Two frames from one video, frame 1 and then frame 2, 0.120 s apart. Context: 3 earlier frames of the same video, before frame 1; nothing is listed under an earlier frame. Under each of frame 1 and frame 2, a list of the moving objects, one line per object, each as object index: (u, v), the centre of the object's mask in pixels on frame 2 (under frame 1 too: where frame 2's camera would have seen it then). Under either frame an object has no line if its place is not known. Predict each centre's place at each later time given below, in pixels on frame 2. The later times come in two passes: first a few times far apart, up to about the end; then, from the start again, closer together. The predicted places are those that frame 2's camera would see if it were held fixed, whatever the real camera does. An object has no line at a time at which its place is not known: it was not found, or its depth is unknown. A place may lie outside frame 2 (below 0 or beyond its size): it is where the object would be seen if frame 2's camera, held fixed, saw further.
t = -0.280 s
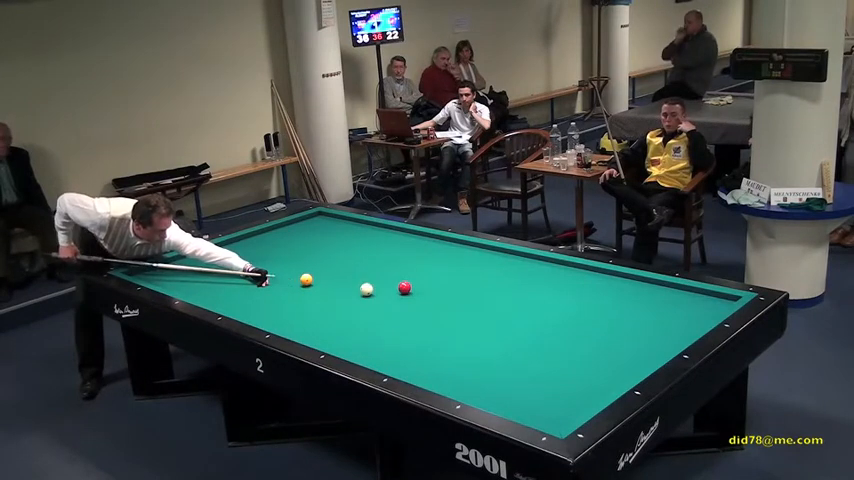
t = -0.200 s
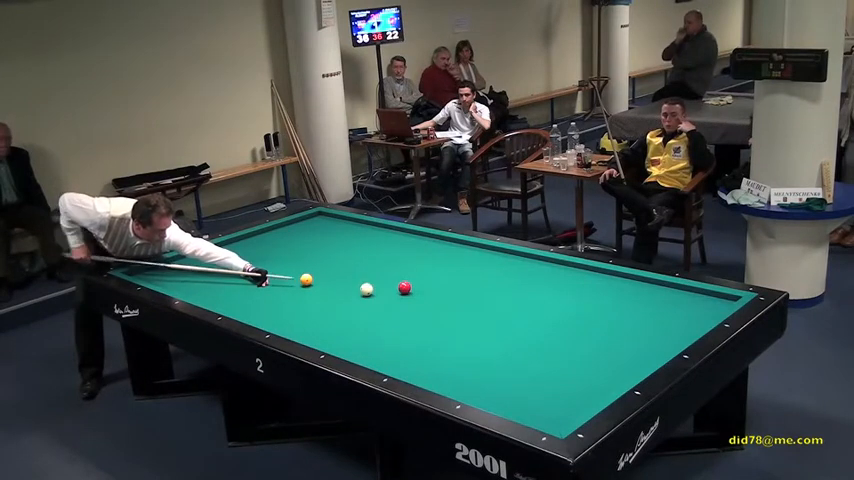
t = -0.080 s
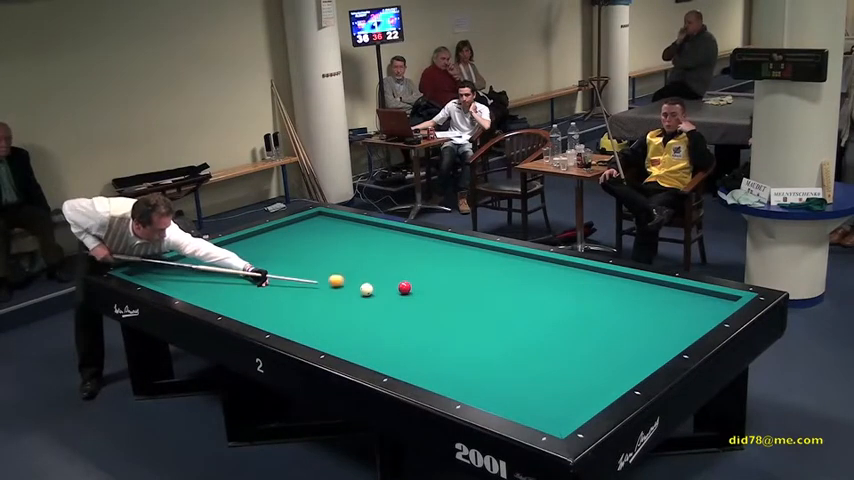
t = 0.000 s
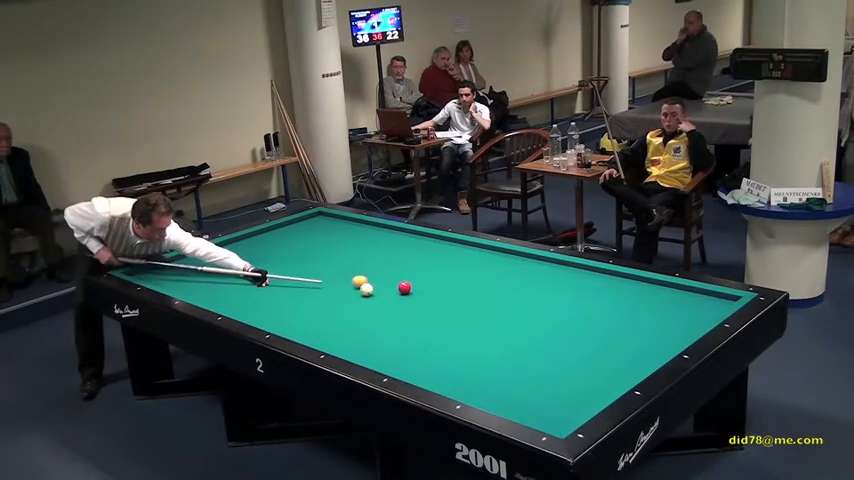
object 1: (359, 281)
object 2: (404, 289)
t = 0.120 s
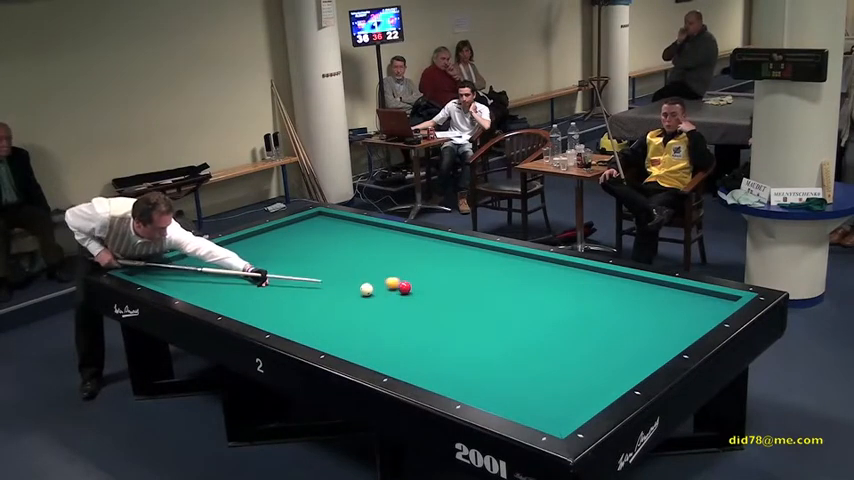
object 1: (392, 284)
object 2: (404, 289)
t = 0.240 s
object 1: (422, 281)
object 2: (408, 291)
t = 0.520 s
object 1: (487, 274)
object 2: (420, 301)
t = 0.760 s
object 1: (543, 269)
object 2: (430, 311)
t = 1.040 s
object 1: (588, 274)
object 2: (442, 321)
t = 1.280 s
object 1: (612, 289)
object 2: (453, 331)
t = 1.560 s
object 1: (641, 308)
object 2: (466, 342)
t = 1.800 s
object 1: (670, 327)
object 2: (477, 353)
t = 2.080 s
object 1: (651, 338)
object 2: (491, 366)
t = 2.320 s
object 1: (610, 343)
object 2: (504, 377)
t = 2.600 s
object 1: (564, 348)
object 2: (519, 390)
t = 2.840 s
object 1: (524, 353)
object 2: (532, 402)
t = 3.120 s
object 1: (478, 358)
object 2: (549, 416)
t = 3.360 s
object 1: (440, 363)
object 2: (552, 421)
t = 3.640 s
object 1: (396, 366)
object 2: (543, 417)
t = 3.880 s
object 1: (388, 357)
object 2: (536, 412)
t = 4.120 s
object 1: (384, 346)
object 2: (529, 407)
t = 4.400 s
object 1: (380, 334)
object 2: (523, 402)
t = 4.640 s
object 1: (377, 325)
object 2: (518, 398)
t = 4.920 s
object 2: (512, 394)
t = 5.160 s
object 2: (508, 390)
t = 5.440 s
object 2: (504, 387)
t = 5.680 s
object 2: (501, 384)
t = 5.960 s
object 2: (498, 380)
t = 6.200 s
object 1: (363, 291)
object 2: (495, 378)
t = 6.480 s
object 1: (362, 290)
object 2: (493, 376)
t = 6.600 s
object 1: (361, 290)
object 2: (492, 375)
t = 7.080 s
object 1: (360, 289)
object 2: (489, 372)
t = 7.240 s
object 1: (359, 289)
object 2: (489, 371)
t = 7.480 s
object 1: (359, 288)
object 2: (488, 371)
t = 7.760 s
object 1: (359, 288)
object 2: (488, 370)
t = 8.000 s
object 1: (359, 288)
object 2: (488, 370)
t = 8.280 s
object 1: (359, 288)
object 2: (488, 370)
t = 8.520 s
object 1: (359, 288)
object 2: (488, 370)
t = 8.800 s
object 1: (359, 288)
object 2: (488, 370)
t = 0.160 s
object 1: (403, 280)
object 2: (405, 288)
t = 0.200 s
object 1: (413, 281)
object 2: (407, 290)
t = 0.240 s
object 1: (422, 281)
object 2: (408, 291)
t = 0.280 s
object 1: (431, 280)
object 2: (410, 293)
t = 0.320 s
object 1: (440, 279)
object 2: (412, 294)
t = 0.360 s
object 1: (450, 278)
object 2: (413, 295)
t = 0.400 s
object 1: (459, 277)
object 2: (415, 297)
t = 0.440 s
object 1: (469, 276)
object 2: (417, 298)
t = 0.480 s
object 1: (478, 275)
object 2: (418, 300)
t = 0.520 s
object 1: (487, 274)
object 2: (420, 301)
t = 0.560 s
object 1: (496, 274)
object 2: (422, 303)
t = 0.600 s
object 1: (505, 273)
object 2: (423, 304)
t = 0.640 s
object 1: (515, 272)
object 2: (425, 306)
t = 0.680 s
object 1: (524, 271)
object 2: (426, 307)
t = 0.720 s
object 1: (533, 270)
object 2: (428, 309)
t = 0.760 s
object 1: (543, 269)
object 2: (430, 311)
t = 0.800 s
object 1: (552, 269)
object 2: (432, 312)
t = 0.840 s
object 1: (561, 268)
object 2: (433, 313)
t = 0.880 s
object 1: (569, 267)
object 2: (435, 315)
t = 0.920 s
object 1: (578, 266)
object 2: (437, 316)
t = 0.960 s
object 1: (582, 269)
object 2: (439, 318)
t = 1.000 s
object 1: (585, 271)
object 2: (441, 320)
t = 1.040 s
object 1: (588, 274)
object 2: (442, 321)
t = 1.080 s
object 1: (592, 276)
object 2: (444, 323)
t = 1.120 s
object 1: (596, 279)
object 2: (446, 324)
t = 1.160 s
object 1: (600, 281)
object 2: (447, 326)
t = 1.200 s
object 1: (604, 284)
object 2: (449, 327)
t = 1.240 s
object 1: (607, 286)
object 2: (451, 329)
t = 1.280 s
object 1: (612, 289)
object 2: (453, 331)
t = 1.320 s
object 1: (615, 291)
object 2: (455, 332)
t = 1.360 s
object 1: (619, 294)
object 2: (456, 334)
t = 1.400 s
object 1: (624, 297)
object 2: (458, 336)
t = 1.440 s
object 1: (628, 300)
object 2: (460, 337)
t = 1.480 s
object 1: (632, 303)
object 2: (462, 339)
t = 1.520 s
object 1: (637, 306)
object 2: (464, 341)
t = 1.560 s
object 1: (641, 308)
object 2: (466, 342)
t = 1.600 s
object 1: (646, 312)
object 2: (468, 344)
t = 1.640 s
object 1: (650, 315)
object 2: (470, 346)
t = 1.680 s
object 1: (655, 318)
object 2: (471, 348)
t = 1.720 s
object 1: (660, 321)
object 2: (473, 349)
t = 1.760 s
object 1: (665, 324)
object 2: (475, 351)
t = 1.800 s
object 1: (670, 327)
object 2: (477, 353)
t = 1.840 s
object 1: (675, 330)
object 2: (479, 355)
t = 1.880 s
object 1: (679, 333)
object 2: (481, 356)
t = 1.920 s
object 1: (679, 335)
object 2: (483, 358)
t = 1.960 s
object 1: (672, 336)
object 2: (485, 360)
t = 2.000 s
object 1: (664, 337)
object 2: (487, 362)
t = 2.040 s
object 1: (657, 337)
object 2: (489, 364)
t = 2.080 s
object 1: (651, 338)
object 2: (491, 366)
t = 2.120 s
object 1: (644, 339)
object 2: (493, 367)
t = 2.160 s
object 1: (637, 340)
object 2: (495, 369)
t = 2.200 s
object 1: (630, 341)
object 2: (497, 371)
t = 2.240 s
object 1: (623, 341)
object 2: (499, 373)
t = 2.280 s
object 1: (617, 342)
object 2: (502, 375)
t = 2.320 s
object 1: (610, 343)
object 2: (504, 377)
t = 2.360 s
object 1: (603, 344)
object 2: (506, 379)
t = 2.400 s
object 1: (597, 345)
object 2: (508, 380)
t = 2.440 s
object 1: (590, 345)
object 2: (510, 382)
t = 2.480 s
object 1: (584, 346)
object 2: (512, 384)
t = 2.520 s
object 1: (577, 347)
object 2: (515, 386)
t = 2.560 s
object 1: (571, 348)
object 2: (517, 388)
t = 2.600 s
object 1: (564, 348)
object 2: (519, 390)
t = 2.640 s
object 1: (557, 349)
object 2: (521, 393)
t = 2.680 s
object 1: (551, 350)
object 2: (523, 394)
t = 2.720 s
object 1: (544, 351)
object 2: (526, 396)
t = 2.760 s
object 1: (537, 351)
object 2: (528, 398)
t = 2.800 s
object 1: (530, 352)
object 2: (530, 400)
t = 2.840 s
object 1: (524, 353)
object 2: (532, 402)
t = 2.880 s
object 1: (517, 353)
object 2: (535, 404)
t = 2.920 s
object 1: (511, 354)
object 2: (537, 407)
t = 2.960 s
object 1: (504, 355)
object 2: (539, 408)
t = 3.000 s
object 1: (498, 356)
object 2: (542, 410)
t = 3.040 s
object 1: (491, 356)
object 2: (544, 412)
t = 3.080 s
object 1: (484, 357)
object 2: (546, 414)
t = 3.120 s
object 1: (478, 358)
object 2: (549, 416)
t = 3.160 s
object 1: (472, 359)
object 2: (551, 418)
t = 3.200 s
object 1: (465, 360)
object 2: (553, 419)
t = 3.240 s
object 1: (459, 360)
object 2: (556, 421)
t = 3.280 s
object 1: (452, 361)
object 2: (557, 422)
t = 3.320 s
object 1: (446, 362)
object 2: (555, 422)
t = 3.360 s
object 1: (440, 363)
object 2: (552, 421)
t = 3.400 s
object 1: (433, 363)
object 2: (551, 420)
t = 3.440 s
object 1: (427, 364)
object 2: (549, 420)
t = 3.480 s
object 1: (420, 364)
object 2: (548, 419)
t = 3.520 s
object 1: (414, 365)
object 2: (547, 418)
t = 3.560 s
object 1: (408, 367)
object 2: (546, 418)
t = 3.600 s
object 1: (402, 366)
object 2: (544, 418)
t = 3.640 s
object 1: (396, 366)
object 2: (543, 417)
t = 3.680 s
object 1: (393, 365)
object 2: (542, 416)
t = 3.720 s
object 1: (392, 364)
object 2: (541, 415)
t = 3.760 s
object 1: (391, 363)
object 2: (539, 414)
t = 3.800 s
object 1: (390, 361)
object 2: (538, 414)
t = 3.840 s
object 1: (389, 360)
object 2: (537, 413)
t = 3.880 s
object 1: (388, 357)
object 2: (536, 412)
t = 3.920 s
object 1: (388, 355)
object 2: (535, 411)
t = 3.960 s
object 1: (387, 353)
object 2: (534, 410)
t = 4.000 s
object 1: (386, 351)
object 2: (533, 410)
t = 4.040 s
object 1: (386, 350)
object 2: (532, 409)
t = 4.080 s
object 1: (385, 348)
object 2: (530, 408)
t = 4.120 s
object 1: (384, 346)
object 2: (529, 407)
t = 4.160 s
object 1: (384, 344)
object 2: (529, 407)
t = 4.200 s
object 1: (383, 342)
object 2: (527, 406)
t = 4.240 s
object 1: (382, 341)
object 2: (526, 405)
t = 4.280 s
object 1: (382, 339)
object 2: (525, 405)
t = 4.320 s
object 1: (381, 337)
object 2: (524, 404)
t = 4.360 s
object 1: (380, 336)
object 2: (523, 403)
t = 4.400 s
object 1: (380, 334)
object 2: (523, 402)
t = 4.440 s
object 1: (379, 333)
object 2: (522, 402)
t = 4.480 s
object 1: (379, 331)
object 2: (521, 400)
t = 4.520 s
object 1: (378, 330)
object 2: (520, 400)
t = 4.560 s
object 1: (378, 328)
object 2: (519, 399)
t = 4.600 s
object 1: (377, 326)
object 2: (518, 399)
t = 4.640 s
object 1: (377, 325)
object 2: (518, 398)
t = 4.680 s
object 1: (376, 323)
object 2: (517, 397)
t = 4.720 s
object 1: (379, 322)
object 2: (516, 397)
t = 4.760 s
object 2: (515, 396)
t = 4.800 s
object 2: (515, 395)
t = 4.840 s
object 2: (514, 395)
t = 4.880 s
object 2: (513, 394)
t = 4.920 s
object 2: (512, 394)
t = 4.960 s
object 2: (512, 393)
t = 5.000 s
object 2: (511, 393)
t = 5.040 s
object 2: (511, 392)
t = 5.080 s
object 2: (510, 391)
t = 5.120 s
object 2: (509, 391)
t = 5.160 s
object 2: (508, 390)
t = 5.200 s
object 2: (508, 390)
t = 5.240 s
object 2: (507, 389)
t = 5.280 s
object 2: (506, 389)
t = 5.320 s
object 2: (506, 388)
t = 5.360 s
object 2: (505, 387)
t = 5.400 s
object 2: (505, 387)
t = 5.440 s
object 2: (504, 387)
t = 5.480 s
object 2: (503, 386)
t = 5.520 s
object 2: (503, 385)
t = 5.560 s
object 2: (502, 385)
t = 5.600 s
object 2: (502, 385)
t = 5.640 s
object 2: (501, 384)
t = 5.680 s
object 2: (501, 384)
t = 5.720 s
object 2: (500, 383)
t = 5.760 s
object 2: (500, 382)
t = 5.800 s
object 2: (499, 382)
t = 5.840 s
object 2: (499, 382)
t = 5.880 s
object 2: (498, 381)
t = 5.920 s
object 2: (498, 380)
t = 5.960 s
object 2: (498, 380)
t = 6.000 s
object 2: (497, 380)
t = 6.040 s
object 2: (497, 379)
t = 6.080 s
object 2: (496, 379)
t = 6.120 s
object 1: (367, 290)
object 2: (496, 379)
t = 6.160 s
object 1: (364, 291)
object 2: (496, 378)
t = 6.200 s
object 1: (363, 291)
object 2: (495, 378)
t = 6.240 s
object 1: (363, 291)
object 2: (495, 378)
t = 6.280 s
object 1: (362, 291)
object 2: (495, 377)
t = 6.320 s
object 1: (362, 291)
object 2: (494, 377)
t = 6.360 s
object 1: (362, 290)
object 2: (494, 377)
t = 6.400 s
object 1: (362, 290)
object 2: (494, 377)
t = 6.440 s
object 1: (362, 290)
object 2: (493, 376)
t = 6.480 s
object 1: (362, 290)
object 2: (493, 376)
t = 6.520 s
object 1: (362, 290)
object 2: (493, 376)
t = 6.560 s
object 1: (361, 290)
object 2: (492, 376)
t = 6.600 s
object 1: (361, 290)
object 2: (492, 375)
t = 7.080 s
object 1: (360, 289)
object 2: (489, 372)
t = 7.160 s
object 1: (360, 289)
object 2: (489, 372)
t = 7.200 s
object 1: (359, 289)
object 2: (489, 372)
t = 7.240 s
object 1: (359, 289)
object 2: (489, 371)
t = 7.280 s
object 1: (359, 288)
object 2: (489, 371)
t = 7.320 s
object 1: (359, 288)
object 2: (489, 371)
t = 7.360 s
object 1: (359, 288)
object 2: (489, 371)
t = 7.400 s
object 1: (359, 288)
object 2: (489, 371)
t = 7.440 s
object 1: (359, 288)
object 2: (489, 371)
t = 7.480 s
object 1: (359, 288)
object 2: (488, 371)
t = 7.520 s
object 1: (359, 288)
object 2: (488, 371)
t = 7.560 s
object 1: (359, 288)
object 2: (488, 370)
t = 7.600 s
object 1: (359, 288)
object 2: (488, 370)
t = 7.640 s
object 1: (359, 288)
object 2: (488, 370)
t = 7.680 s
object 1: (359, 288)
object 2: (488, 370)
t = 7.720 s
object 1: (359, 288)
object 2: (488, 370)
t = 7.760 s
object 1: (359, 288)
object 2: (488, 370)
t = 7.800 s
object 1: (359, 288)
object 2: (488, 370)
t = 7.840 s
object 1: (359, 288)
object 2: (488, 370)
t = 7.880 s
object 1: (359, 288)
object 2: (488, 370)
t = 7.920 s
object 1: (359, 288)
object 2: (488, 370)
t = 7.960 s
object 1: (359, 288)
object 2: (488, 370)
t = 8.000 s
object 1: (359, 288)
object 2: (488, 370)
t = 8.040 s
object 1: (359, 288)
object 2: (488, 370)
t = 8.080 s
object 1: (359, 288)
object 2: (488, 370)
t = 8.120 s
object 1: (359, 288)
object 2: (488, 370)
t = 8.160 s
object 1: (359, 288)
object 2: (488, 370)
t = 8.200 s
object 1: (359, 288)
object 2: (488, 370)
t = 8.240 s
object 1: (359, 288)
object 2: (488, 370)
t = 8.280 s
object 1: (359, 288)
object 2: (488, 370)
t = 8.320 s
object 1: (359, 288)
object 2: (488, 370)
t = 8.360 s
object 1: (359, 288)
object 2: (488, 370)
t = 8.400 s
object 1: (359, 288)
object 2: (488, 370)
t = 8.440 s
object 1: (359, 288)
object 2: (488, 370)
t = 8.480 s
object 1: (359, 288)
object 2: (488, 370)
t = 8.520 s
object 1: (359, 288)
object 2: (488, 370)
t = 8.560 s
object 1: (359, 288)
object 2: (488, 370)
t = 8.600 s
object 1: (359, 288)
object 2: (488, 370)
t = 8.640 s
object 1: (359, 288)
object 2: (488, 370)
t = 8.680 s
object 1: (359, 288)
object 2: (488, 370)
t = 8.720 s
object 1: (359, 288)
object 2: (488, 370)
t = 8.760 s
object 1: (359, 288)
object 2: (488, 370)
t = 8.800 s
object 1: (359, 288)
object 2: (488, 370)
